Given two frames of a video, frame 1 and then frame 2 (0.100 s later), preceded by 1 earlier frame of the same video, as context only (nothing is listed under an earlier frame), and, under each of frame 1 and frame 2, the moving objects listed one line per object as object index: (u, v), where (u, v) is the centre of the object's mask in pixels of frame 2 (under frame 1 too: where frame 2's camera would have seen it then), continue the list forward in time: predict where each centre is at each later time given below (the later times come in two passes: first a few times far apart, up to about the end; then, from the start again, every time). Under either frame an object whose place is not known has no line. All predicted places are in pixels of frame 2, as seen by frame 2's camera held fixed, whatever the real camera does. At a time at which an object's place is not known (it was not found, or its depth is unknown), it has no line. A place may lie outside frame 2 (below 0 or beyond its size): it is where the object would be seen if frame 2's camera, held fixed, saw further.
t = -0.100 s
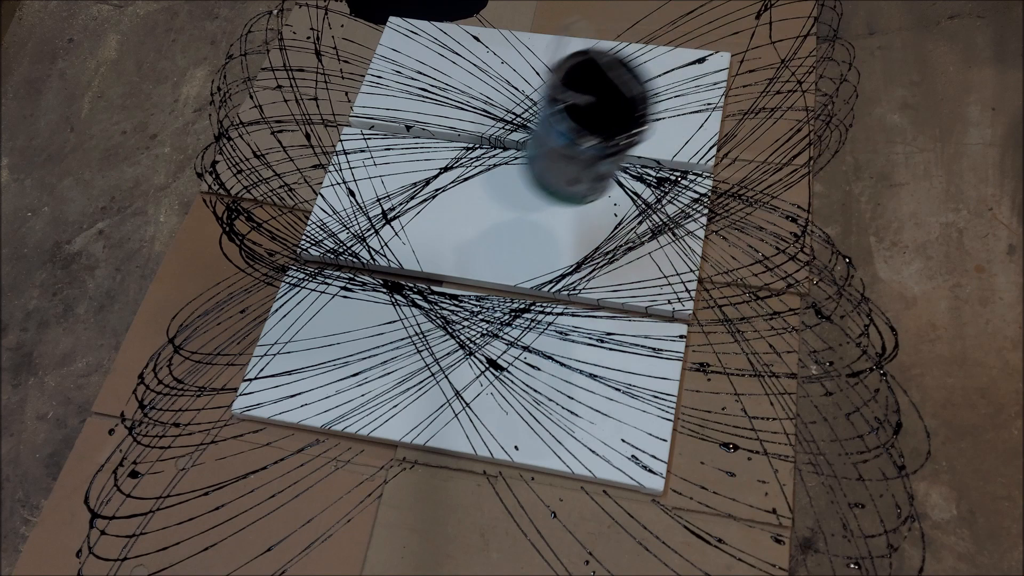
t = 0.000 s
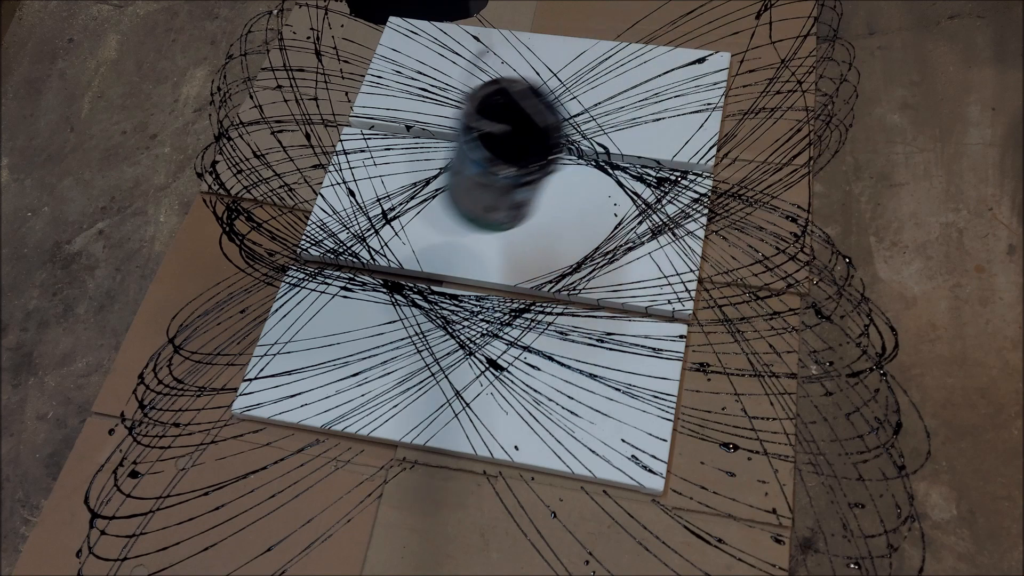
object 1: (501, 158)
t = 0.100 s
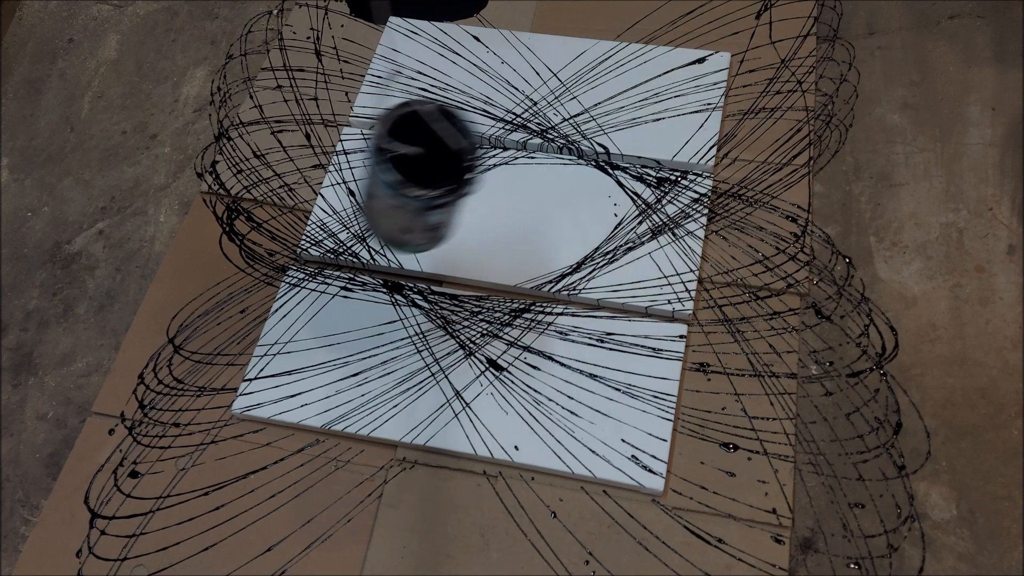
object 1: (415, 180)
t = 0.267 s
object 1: (281, 195)
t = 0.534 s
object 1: (127, 192)
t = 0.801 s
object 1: (105, 153)
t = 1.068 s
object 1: (214, 97)
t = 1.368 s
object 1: (424, 46)
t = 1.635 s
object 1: (610, 23)
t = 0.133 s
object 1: (389, 181)
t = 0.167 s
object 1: (361, 185)
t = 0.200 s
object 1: (332, 194)
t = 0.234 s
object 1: (305, 197)
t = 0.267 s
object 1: (281, 195)
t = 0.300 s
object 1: (257, 202)
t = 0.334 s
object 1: (233, 202)
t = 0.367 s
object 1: (210, 198)
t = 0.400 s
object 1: (189, 200)
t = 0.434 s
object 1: (172, 200)
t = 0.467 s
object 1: (154, 198)
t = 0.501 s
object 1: (140, 195)
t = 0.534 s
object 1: (127, 192)
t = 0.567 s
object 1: (116, 188)
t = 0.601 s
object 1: (108, 185)
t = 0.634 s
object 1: (102, 180)
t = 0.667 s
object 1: (98, 176)
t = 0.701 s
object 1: (97, 170)
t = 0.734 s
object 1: (98, 165)
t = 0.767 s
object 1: (100, 159)
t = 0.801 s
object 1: (105, 153)
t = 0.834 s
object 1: (113, 148)
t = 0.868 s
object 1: (122, 142)
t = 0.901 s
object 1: (133, 134)
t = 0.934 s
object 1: (146, 127)
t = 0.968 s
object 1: (161, 121)
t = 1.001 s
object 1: (177, 113)
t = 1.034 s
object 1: (195, 108)
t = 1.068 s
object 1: (214, 97)
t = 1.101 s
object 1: (234, 93)
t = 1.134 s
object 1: (256, 88)
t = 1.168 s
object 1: (279, 82)
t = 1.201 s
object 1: (300, 73)
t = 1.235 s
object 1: (325, 63)
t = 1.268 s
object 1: (350, 59)
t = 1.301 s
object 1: (374, 55)
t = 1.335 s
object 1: (399, 50)
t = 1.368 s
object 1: (424, 46)
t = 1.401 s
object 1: (449, 43)
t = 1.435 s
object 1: (473, 40)
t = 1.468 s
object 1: (497, 37)
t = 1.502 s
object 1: (521, 34)
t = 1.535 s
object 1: (544, 31)
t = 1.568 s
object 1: (566, 29)
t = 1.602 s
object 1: (588, 26)
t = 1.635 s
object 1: (610, 23)
